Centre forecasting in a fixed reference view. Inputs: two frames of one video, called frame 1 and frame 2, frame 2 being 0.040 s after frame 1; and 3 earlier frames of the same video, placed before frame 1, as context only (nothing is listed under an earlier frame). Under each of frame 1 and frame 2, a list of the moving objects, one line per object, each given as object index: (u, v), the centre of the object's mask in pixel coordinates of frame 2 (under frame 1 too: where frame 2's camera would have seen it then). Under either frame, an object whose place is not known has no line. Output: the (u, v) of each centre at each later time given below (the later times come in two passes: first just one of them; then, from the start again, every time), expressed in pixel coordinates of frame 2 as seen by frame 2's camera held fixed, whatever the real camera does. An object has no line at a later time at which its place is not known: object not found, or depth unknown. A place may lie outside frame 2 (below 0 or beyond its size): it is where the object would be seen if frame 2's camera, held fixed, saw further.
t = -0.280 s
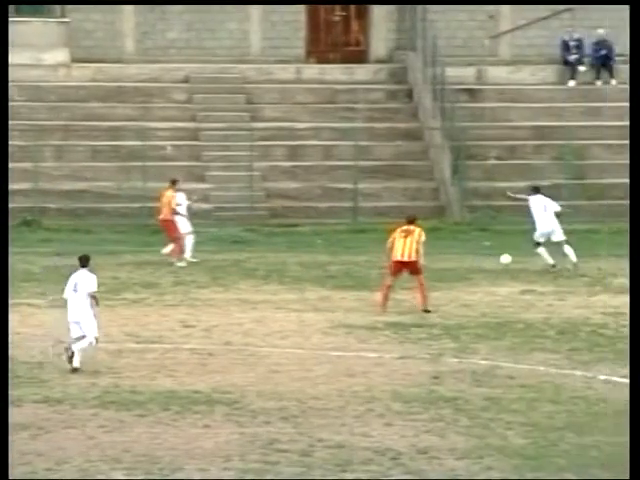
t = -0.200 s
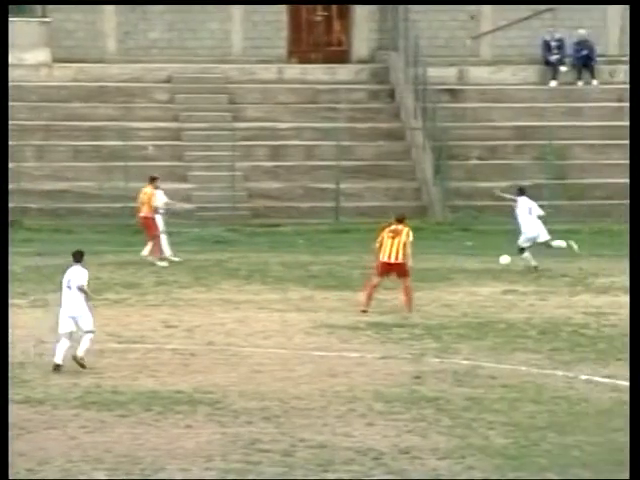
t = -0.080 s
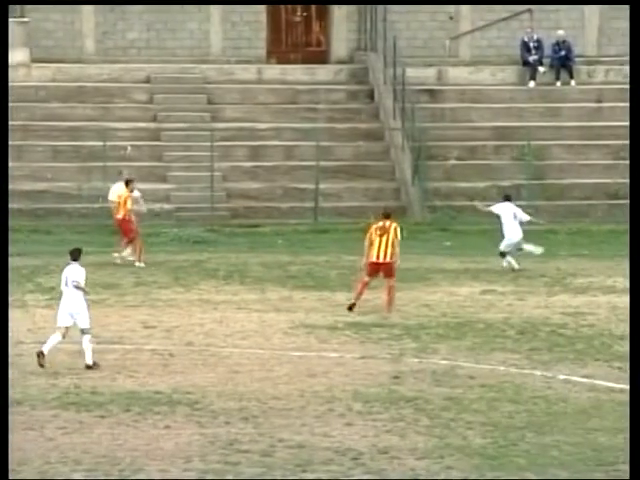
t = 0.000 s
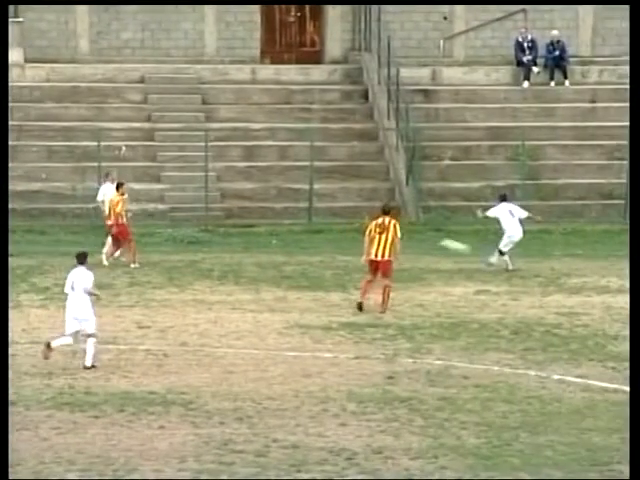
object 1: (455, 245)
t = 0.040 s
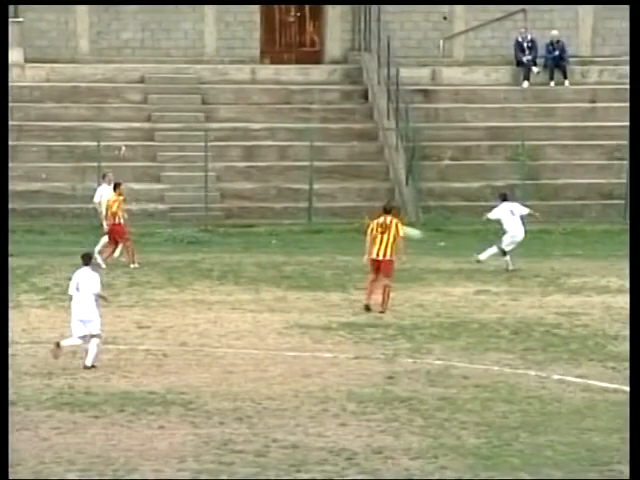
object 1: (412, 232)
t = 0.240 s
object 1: (188, 166)
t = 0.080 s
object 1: (362, 217)
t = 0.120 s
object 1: (319, 204)
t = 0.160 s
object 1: (275, 192)
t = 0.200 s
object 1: (231, 178)
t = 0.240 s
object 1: (188, 166)
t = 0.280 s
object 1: (149, 157)
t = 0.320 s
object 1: (110, 145)
